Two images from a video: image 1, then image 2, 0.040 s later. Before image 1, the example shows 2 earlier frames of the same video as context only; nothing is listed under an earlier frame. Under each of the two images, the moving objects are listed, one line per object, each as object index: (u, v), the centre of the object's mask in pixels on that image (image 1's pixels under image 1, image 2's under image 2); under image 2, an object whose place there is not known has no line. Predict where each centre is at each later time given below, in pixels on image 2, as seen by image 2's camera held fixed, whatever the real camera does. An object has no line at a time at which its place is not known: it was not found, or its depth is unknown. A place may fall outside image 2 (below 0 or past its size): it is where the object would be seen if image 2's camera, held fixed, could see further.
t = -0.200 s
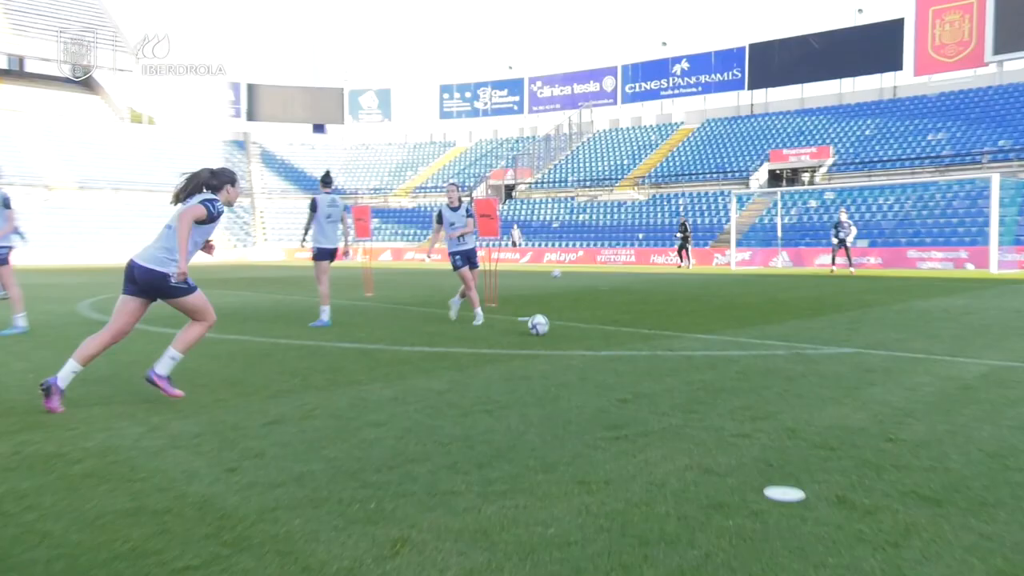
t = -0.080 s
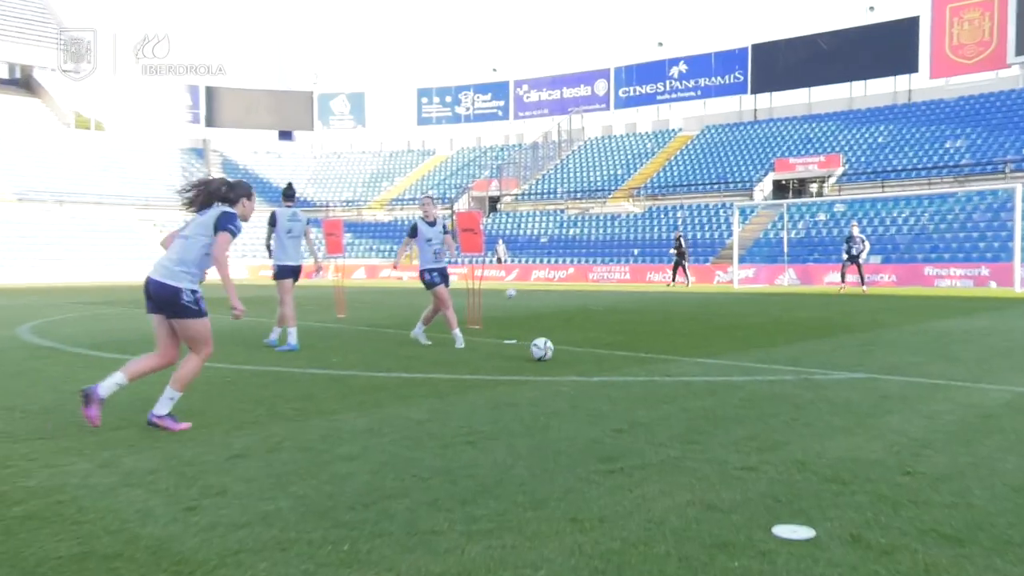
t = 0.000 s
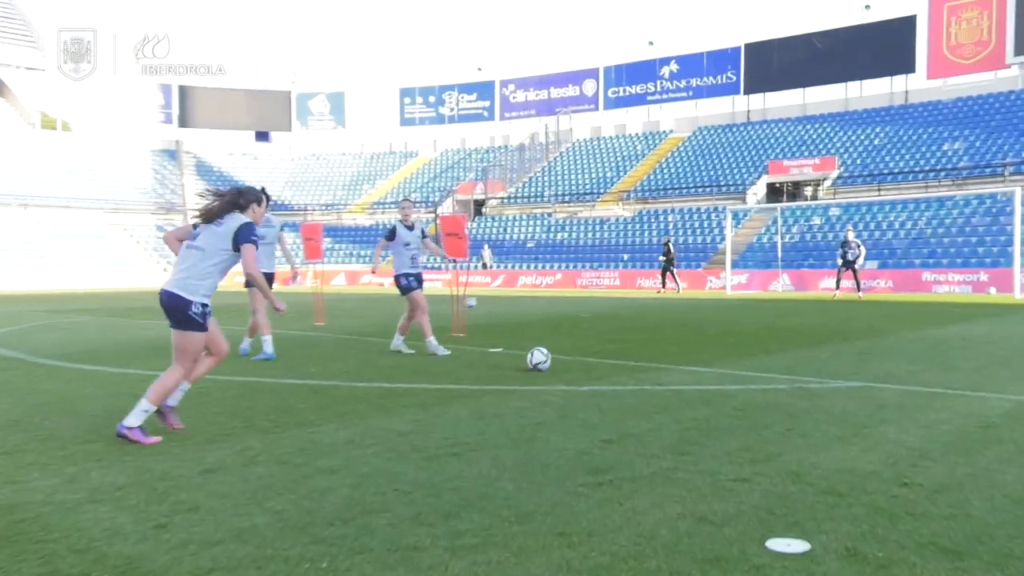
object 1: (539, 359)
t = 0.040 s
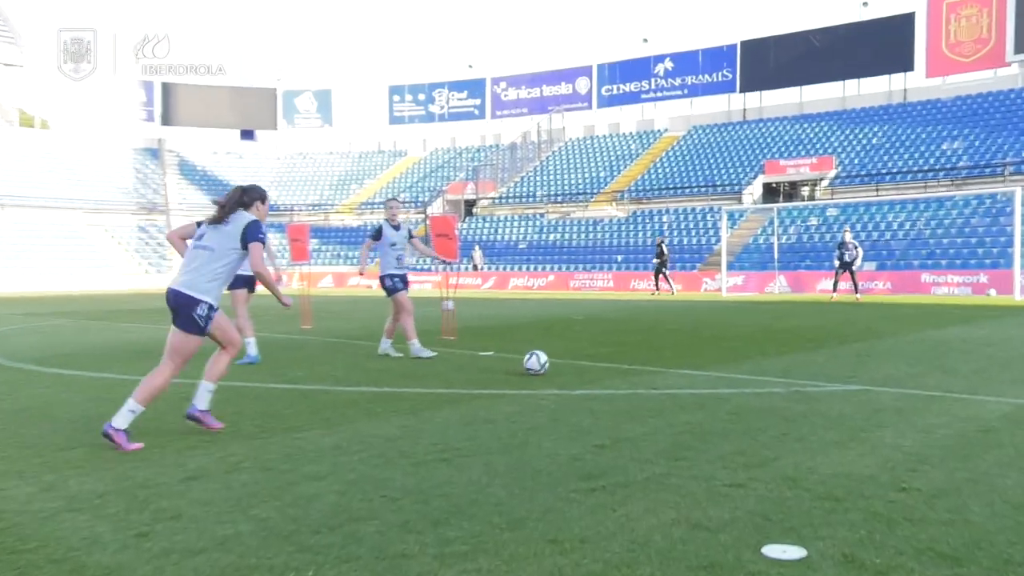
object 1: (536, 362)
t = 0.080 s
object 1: (539, 365)
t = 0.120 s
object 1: (542, 369)
